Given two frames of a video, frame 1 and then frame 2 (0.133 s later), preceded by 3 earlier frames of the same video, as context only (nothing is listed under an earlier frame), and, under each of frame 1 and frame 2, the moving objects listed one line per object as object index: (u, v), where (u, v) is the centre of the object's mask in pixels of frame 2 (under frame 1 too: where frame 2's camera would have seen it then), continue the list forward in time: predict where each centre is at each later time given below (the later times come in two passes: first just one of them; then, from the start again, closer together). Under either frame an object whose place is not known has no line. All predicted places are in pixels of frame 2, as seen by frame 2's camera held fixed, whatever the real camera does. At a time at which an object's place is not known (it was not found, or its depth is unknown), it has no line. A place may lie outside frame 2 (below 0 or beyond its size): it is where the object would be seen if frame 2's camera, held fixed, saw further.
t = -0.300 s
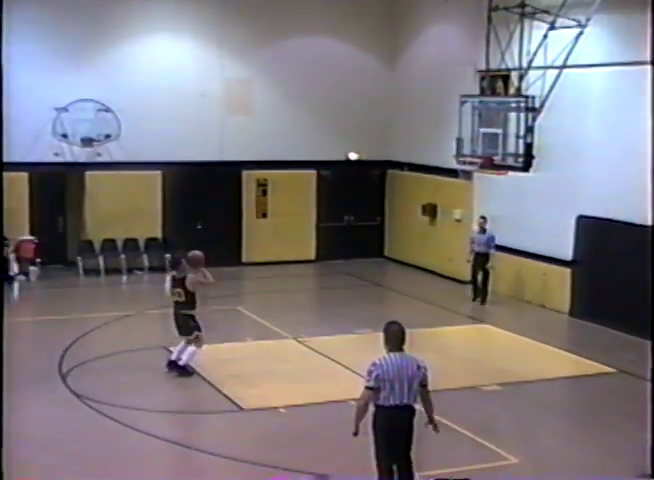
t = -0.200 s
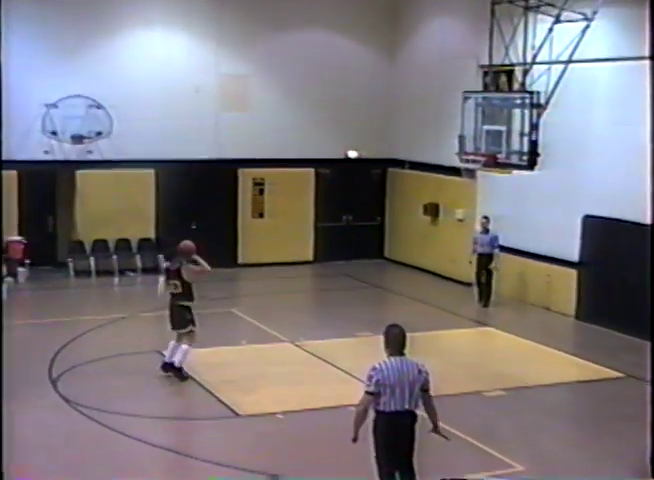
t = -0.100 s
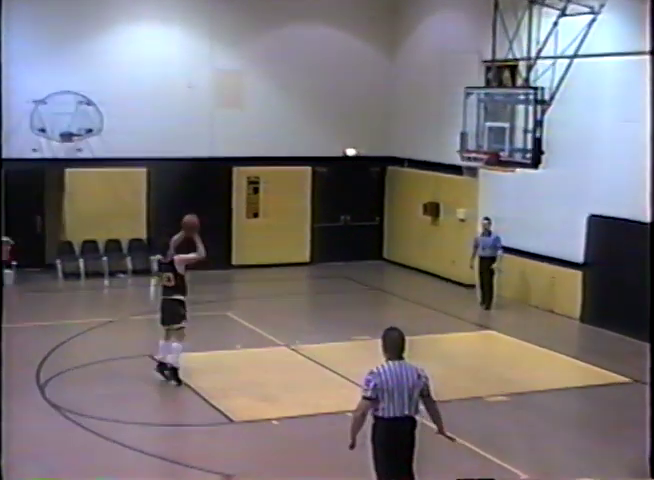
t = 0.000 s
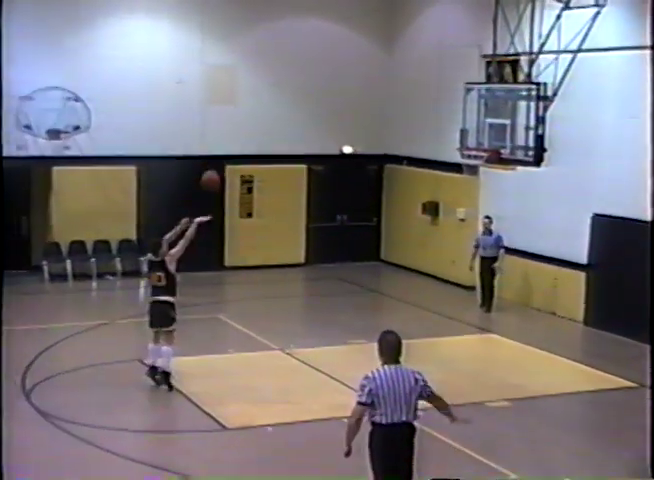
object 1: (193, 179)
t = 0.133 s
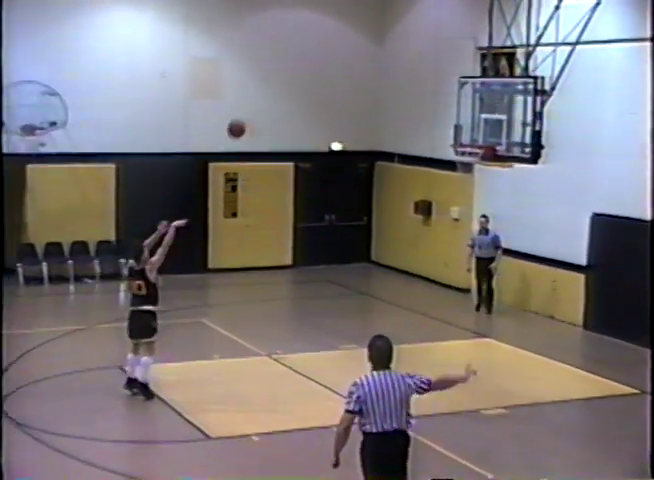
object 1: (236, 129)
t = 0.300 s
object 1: (287, 87)
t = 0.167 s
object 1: (246, 118)
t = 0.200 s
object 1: (256, 109)
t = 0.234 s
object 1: (266, 101)
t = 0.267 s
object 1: (277, 93)
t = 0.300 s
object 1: (287, 87)
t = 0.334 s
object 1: (296, 80)
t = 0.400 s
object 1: (317, 72)
